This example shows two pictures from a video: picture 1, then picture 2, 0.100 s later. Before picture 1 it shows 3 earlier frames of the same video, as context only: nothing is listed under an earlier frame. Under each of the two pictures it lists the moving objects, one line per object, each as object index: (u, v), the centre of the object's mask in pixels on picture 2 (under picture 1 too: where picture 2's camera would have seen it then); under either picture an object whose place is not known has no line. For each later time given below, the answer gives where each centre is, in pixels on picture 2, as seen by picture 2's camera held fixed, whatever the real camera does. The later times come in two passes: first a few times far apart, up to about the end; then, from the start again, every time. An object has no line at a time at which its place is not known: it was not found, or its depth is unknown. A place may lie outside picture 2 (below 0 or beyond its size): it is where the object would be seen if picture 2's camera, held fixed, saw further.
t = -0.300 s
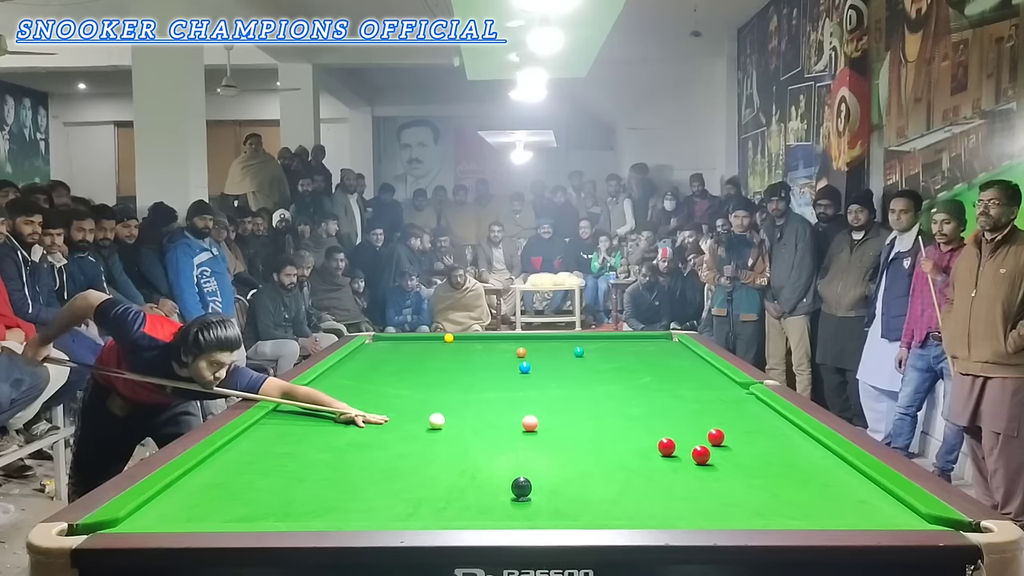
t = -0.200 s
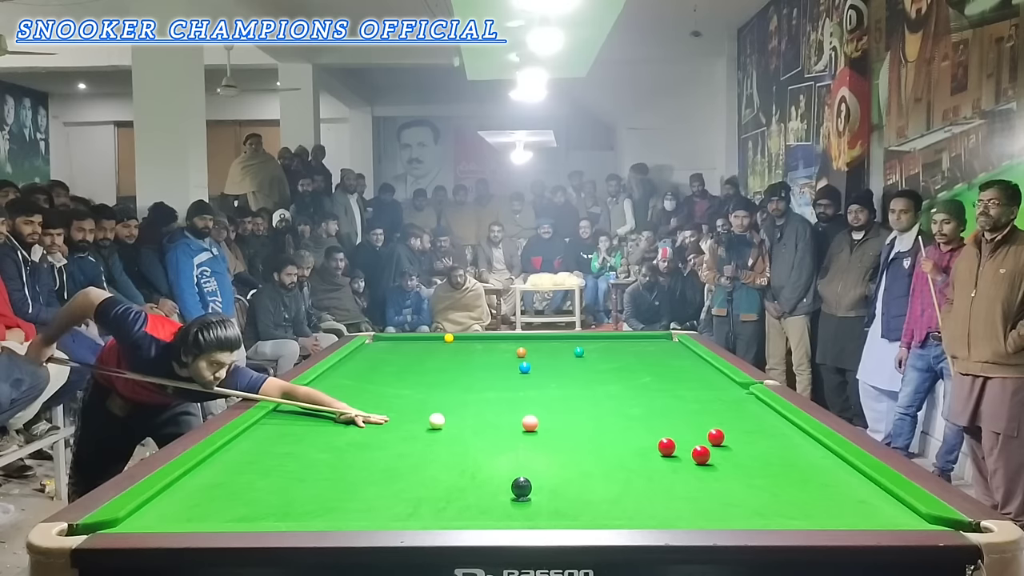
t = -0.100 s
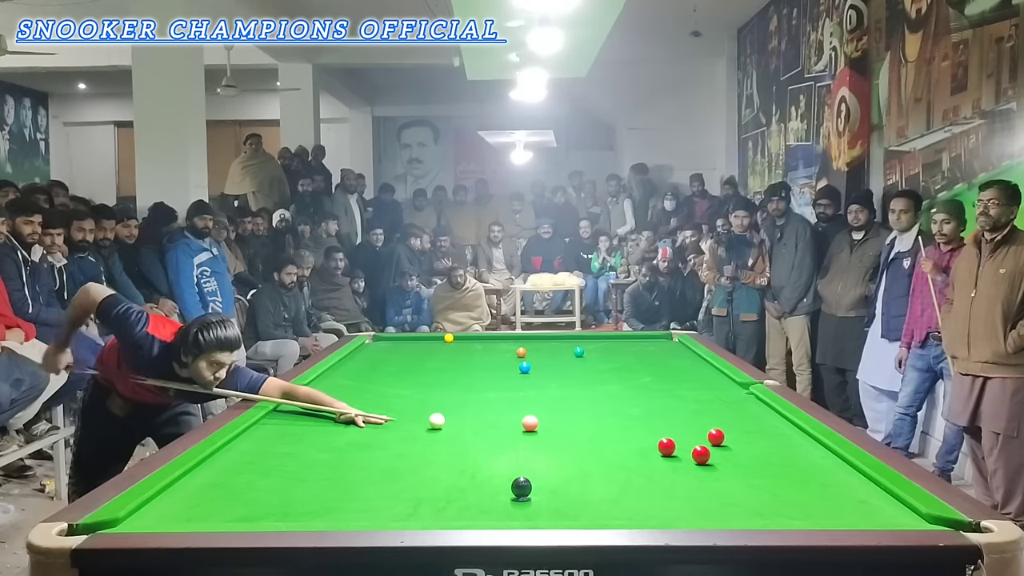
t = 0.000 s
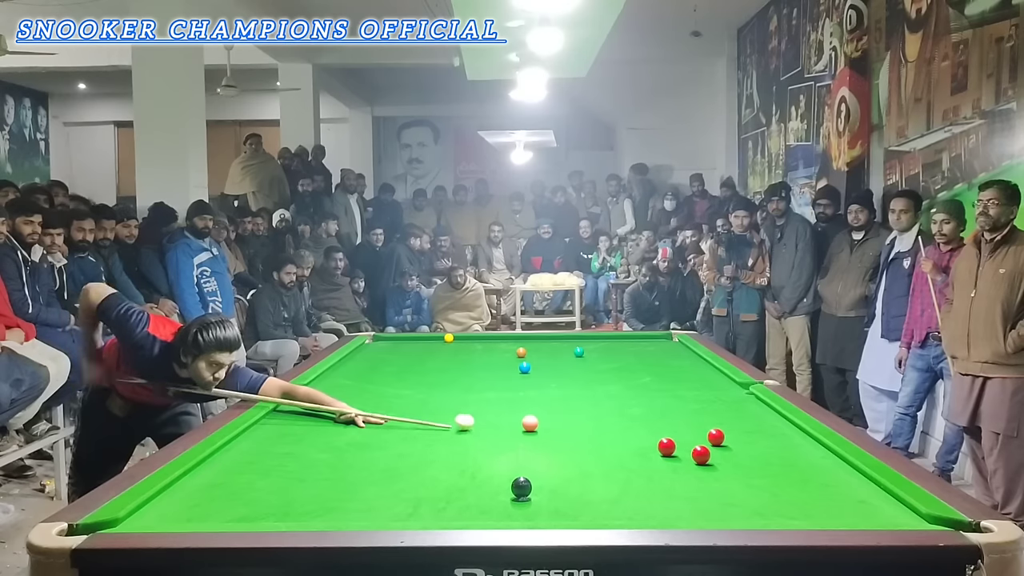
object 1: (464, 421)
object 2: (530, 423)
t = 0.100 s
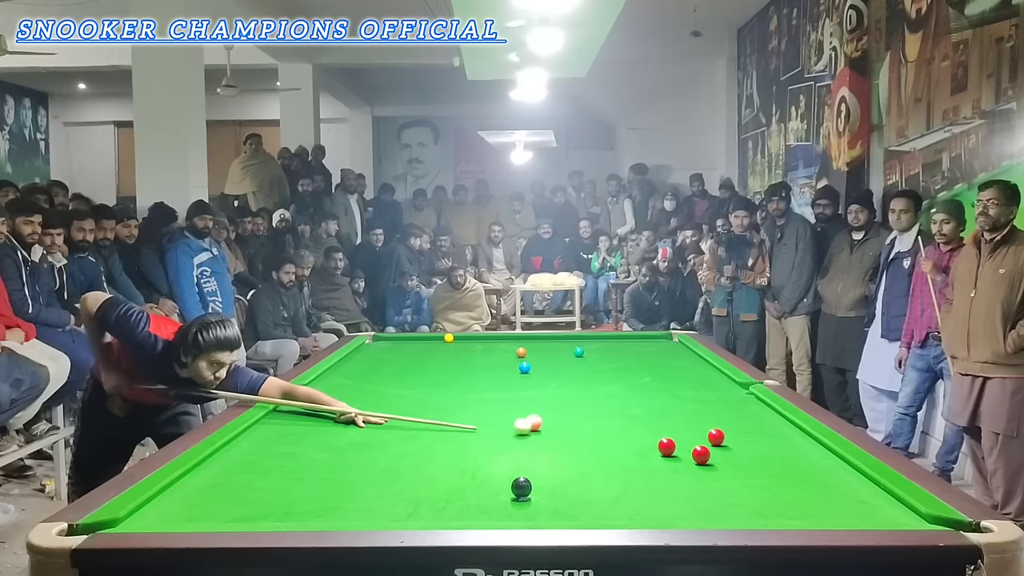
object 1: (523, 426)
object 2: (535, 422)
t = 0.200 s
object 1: (552, 433)
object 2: (554, 418)
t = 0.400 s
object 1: (592, 446)
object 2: (588, 413)
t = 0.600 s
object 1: (627, 458)
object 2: (620, 408)
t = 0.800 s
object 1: (664, 471)
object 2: (648, 403)
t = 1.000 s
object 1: (705, 486)
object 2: (675, 399)
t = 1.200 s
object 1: (750, 501)
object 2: (699, 395)
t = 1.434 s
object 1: (805, 515)
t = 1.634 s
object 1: (814, 513)
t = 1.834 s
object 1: (811, 508)
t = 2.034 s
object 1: (808, 500)
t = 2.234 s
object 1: (806, 494)
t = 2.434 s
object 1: (804, 488)
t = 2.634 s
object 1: (803, 483)
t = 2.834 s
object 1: (802, 479)
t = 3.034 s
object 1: (801, 476)
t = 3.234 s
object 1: (801, 473)
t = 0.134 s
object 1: (533, 429)
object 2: (542, 420)
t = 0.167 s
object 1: (543, 431)
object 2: (548, 418)
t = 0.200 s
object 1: (552, 433)
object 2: (554, 418)
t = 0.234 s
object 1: (560, 436)
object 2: (560, 418)
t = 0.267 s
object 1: (568, 438)
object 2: (566, 417)
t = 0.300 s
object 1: (575, 440)
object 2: (572, 416)
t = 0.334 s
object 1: (581, 442)
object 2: (577, 415)
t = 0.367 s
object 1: (586, 444)
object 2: (583, 414)
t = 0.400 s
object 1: (592, 446)
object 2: (588, 413)
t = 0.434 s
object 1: (598, 448)
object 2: (594, 412)
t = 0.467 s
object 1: (603, 450)
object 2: (599, 411)
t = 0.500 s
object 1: (609, 452)
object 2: (604, 411)
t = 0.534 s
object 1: (615, 454)
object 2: (609, 409)
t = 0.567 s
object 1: (621, 456)
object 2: (615, 409)
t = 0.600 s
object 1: (627, 458)
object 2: (620, 408)
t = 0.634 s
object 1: (633, 461)
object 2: (625, 407)
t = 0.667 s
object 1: (639, 463)
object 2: (629, 406)
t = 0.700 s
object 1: (645, 465)
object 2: (634, 405)
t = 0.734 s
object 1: (651, 467)
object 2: (639, 404)
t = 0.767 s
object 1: (658, 469)
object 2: (644, 404)
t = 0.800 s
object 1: (664, 471)
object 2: (648, 403)
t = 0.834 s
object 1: (671, 473)
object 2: (653, 402)
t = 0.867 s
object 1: (678, 476)
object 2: (657, 402)
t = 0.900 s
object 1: (684, 478)
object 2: (662, 401)
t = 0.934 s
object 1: (691, 481)
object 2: (666, 400)
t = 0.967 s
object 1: (698, 483)
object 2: (670, 399)
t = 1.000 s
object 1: (705, 486)
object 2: (675, 399)
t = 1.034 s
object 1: (713, 488)
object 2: (679, 398)
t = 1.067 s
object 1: (720, 491)
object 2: (683, 398)
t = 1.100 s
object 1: (727, 493)
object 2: (687, 397)
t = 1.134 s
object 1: (734, 495)
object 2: (691, 396)
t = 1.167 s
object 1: (742, 498)
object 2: (695, 395)
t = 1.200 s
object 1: (750, 501)
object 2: (699, 395)
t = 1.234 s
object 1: (757, 503)
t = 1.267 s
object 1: (765, 506)
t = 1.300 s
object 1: (773, 508)
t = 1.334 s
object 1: (781, 510)
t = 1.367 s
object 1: (789, 512)
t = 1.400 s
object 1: (797, 513)
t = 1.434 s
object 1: (805, 515)
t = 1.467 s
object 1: (813, 517)
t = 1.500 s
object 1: (817, 517)
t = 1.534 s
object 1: (816, 516)
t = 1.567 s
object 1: (815, 515)
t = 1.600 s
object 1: (815, 514)
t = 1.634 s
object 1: (814, 513)
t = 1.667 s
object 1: (814, 512)
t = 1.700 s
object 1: (813, 512)
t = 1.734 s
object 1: (813, 511)
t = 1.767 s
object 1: (812, 510)
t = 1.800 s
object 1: (812, 509)
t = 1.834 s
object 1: (811, 508)
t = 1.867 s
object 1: (811, 506)
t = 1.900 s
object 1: (810, 505)
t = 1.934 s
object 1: (810, 504)
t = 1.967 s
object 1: (809, 503)
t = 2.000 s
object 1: (809, 502)
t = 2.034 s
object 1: (808, 500)
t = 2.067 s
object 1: (808, 499)
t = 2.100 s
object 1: (808, 498)
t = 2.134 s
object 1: (807, 497)
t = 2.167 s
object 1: (807, 496)
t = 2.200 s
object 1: (806, 495)
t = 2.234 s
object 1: (806, 494)
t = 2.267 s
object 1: (806, 492)
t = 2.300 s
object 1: (805, 492)
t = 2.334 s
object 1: (805, 491)
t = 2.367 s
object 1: (805, 490)
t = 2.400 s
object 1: (805, 489)
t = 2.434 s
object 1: (804, 488)
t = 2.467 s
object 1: (804, 487)
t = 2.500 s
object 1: (804, 486)
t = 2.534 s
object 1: (803, 486)
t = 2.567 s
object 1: (803, 485)
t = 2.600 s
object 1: (803, 484)
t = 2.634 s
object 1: (803, 483)
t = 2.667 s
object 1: (803, 483)
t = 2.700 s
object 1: (803, 482)
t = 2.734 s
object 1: (802, 481)
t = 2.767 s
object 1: (802, 481)
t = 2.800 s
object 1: (802, 480)
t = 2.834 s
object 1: (802, 479)
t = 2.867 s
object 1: (802, 479)
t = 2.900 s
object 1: (802, 478)
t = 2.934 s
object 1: (802, 477)
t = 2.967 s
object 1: (801, 477)
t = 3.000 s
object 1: (801, 476)
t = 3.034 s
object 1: (801, 476)
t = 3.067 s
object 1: (801, 475)
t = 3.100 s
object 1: (801, 475)
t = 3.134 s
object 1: (801, 474)
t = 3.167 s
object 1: (801, 474)
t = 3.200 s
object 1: (801, 473)
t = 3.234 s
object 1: (801, 473)
